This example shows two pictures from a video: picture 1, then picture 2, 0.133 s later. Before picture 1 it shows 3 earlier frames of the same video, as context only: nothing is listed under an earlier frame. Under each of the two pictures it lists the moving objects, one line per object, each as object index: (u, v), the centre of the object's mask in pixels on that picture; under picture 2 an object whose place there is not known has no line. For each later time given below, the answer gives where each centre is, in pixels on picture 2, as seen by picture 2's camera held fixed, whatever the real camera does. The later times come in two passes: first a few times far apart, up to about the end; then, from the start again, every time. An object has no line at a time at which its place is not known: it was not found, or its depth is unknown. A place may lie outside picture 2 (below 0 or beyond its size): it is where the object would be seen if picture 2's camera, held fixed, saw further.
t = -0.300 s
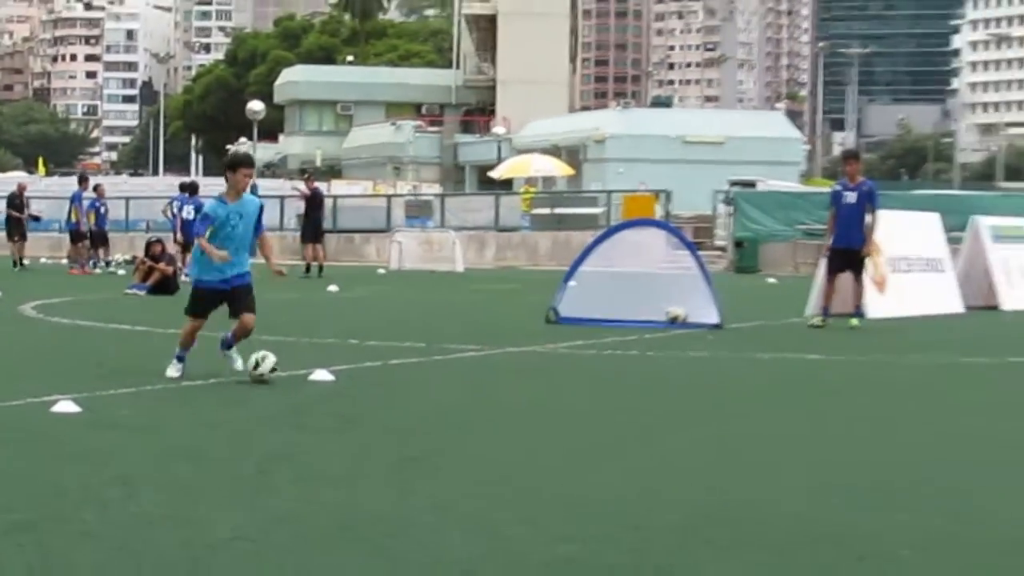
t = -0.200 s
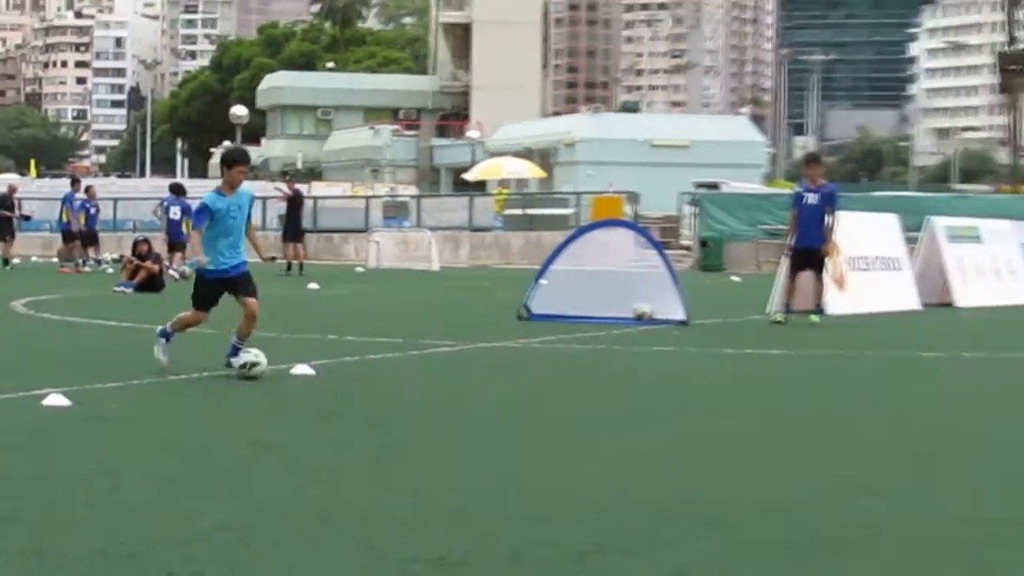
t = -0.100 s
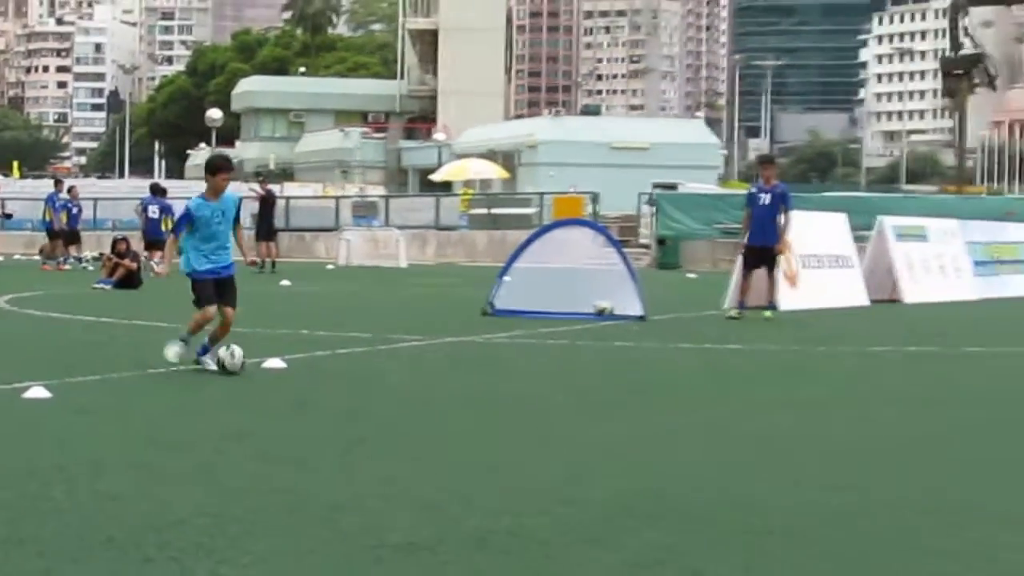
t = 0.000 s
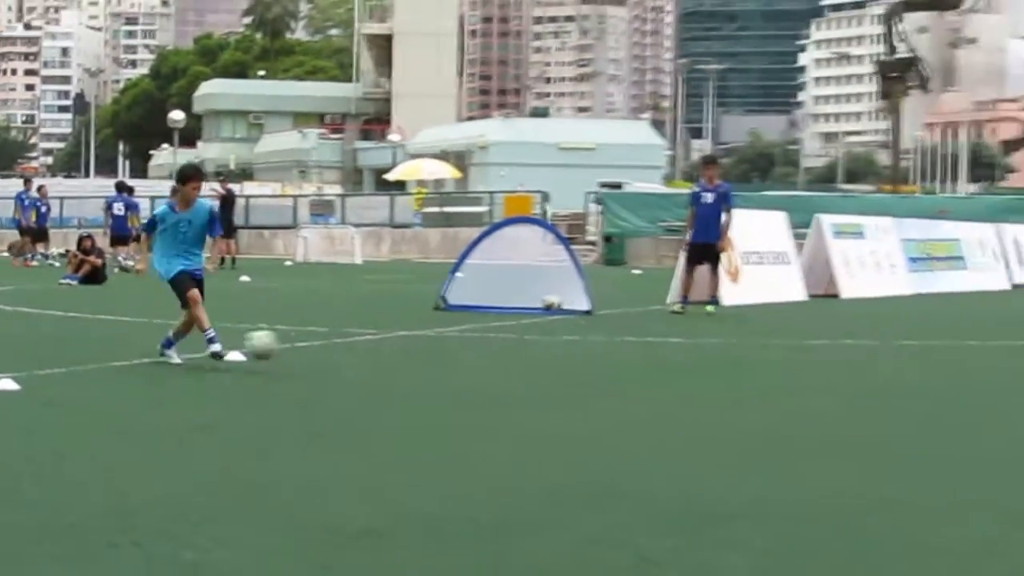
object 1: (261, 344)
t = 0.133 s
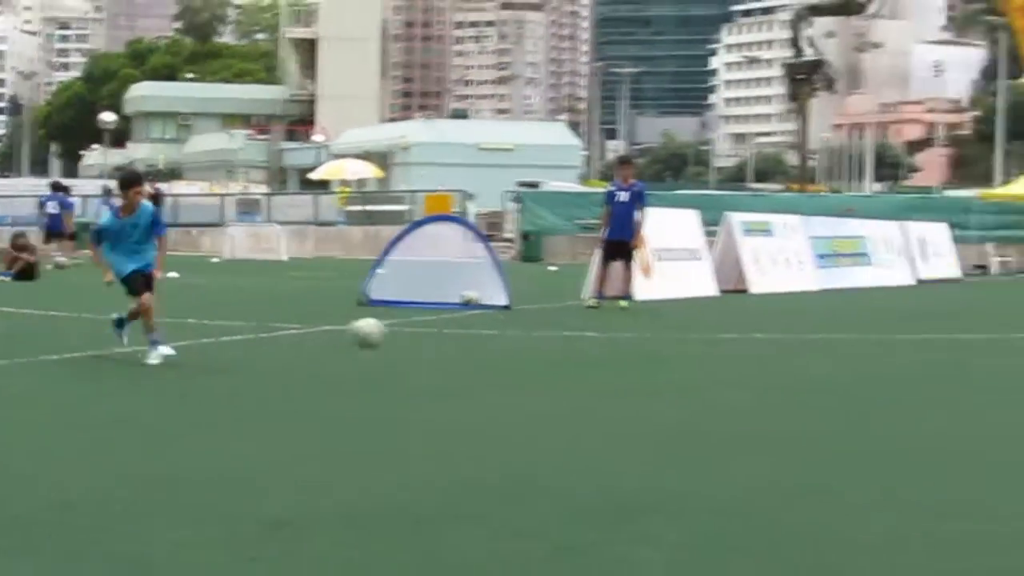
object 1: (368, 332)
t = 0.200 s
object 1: (464, 337)
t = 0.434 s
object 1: (827, 391)
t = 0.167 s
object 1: (415, 334)
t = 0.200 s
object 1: (464, 337)
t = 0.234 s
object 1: (513, 342)
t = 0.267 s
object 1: (563, 348)
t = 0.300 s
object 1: (615, 354)
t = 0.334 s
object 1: (668, 364)
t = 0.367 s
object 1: (722, 375)
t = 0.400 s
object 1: (779, 390)
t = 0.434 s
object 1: (827, 391)
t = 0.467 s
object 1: (872, 386)
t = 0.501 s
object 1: (918, 383)
